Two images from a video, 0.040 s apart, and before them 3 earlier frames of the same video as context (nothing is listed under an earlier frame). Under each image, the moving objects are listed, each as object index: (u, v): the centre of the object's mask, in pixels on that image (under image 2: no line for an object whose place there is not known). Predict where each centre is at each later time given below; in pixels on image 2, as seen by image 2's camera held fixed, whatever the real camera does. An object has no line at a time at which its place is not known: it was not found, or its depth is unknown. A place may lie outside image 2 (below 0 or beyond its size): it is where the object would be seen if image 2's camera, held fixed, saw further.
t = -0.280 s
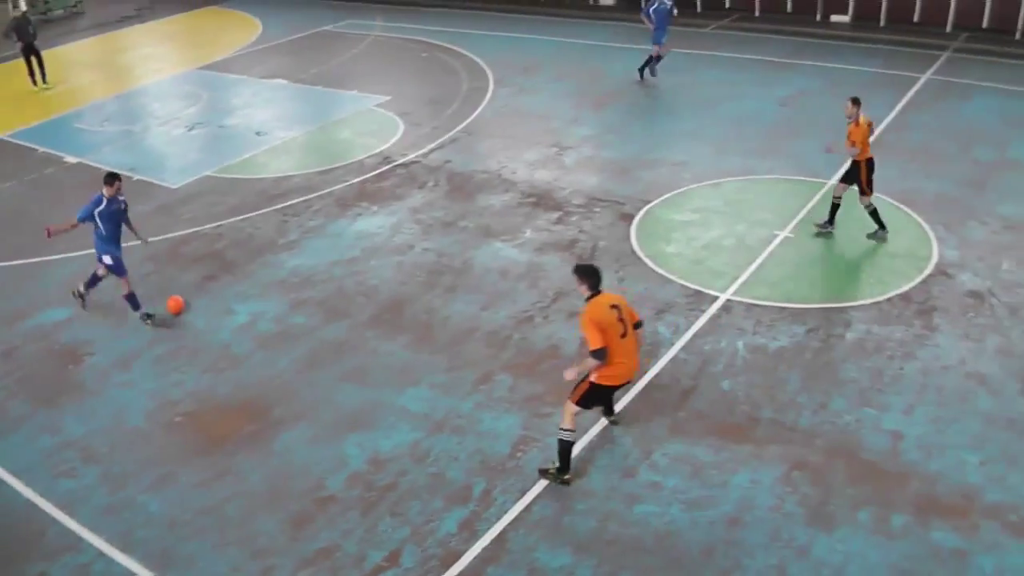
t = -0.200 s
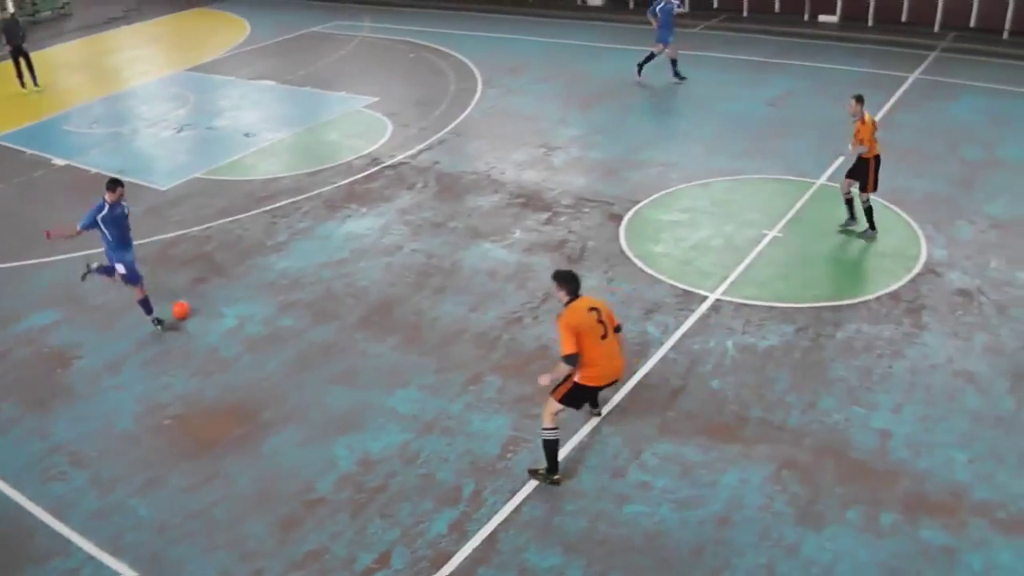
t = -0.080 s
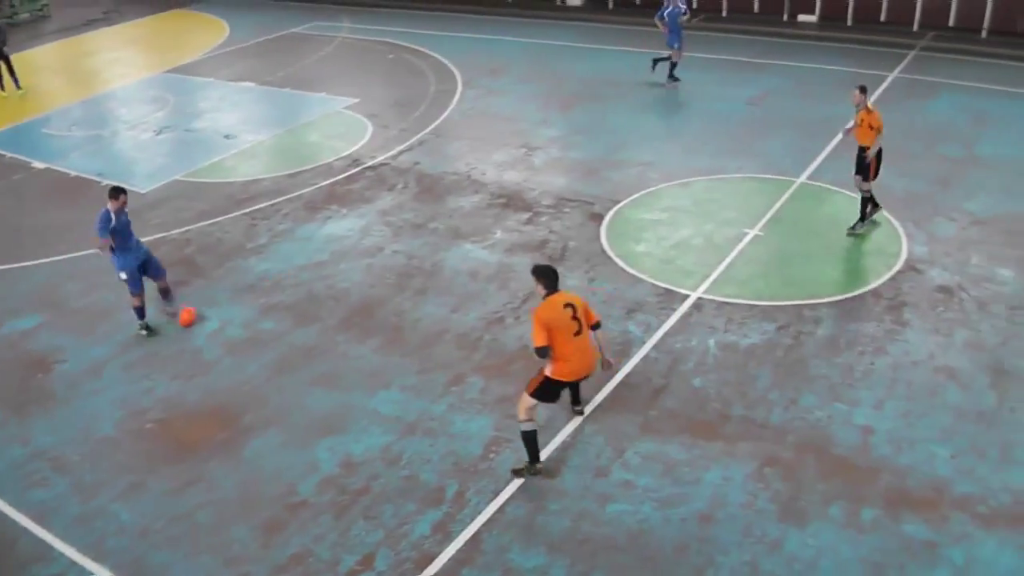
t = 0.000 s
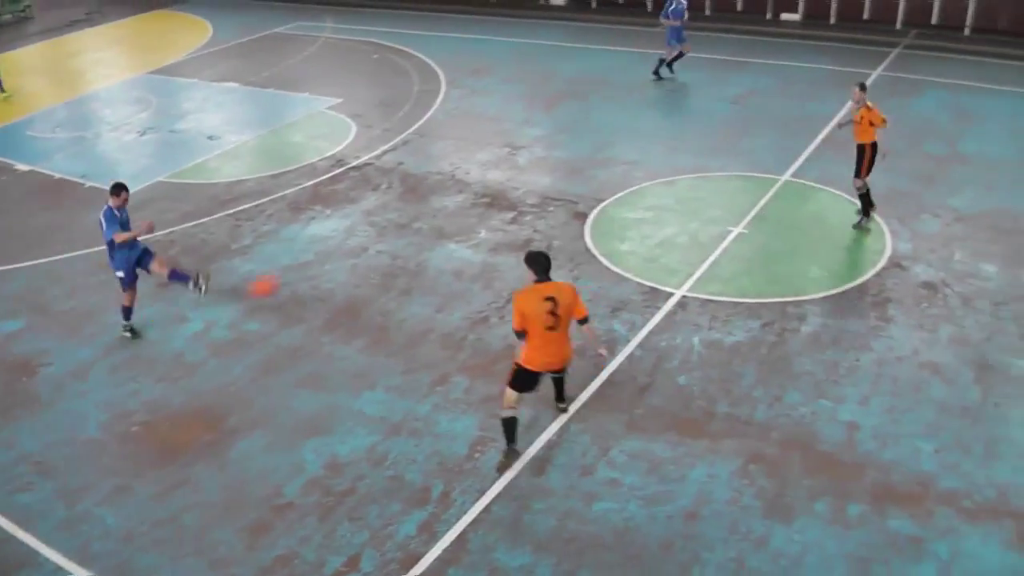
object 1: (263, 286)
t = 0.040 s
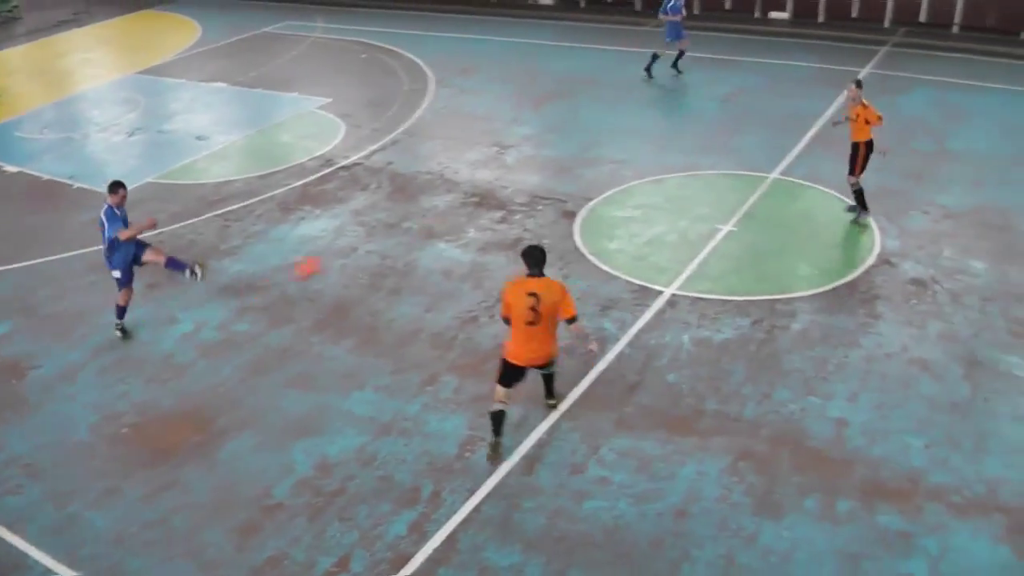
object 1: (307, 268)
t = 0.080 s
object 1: (368, 248)
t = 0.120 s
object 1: (430, 227)
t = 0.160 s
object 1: (496, 208)
